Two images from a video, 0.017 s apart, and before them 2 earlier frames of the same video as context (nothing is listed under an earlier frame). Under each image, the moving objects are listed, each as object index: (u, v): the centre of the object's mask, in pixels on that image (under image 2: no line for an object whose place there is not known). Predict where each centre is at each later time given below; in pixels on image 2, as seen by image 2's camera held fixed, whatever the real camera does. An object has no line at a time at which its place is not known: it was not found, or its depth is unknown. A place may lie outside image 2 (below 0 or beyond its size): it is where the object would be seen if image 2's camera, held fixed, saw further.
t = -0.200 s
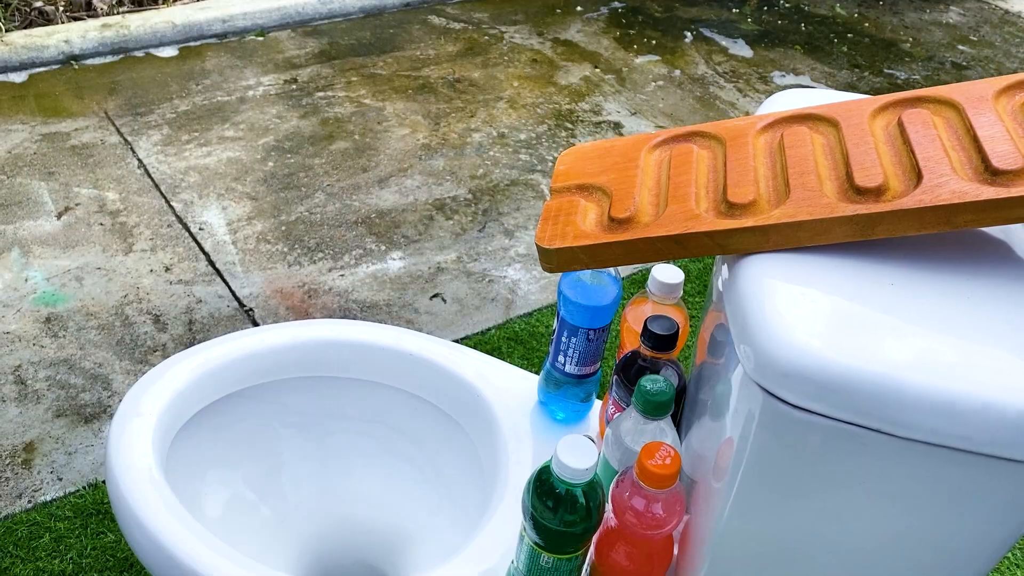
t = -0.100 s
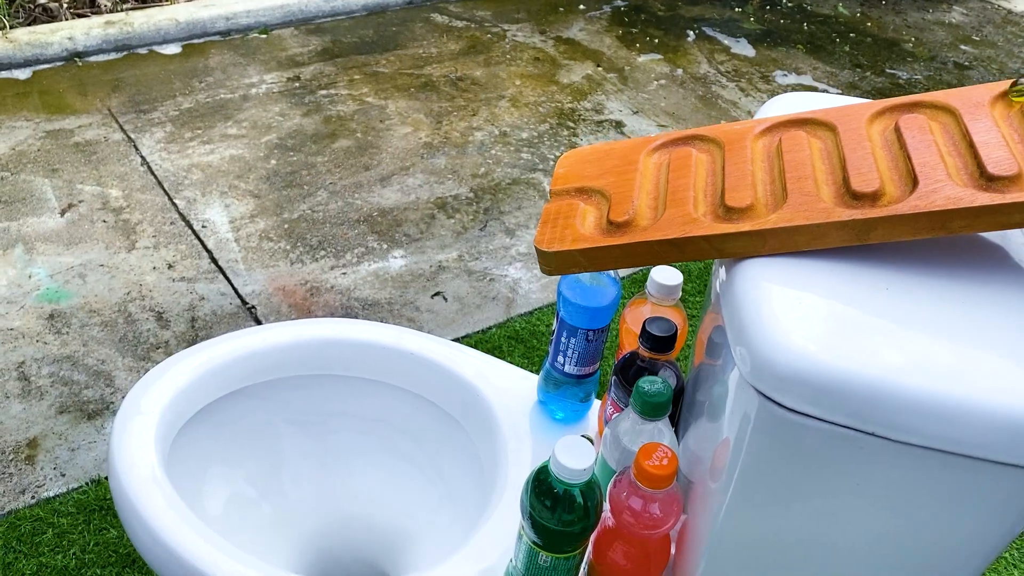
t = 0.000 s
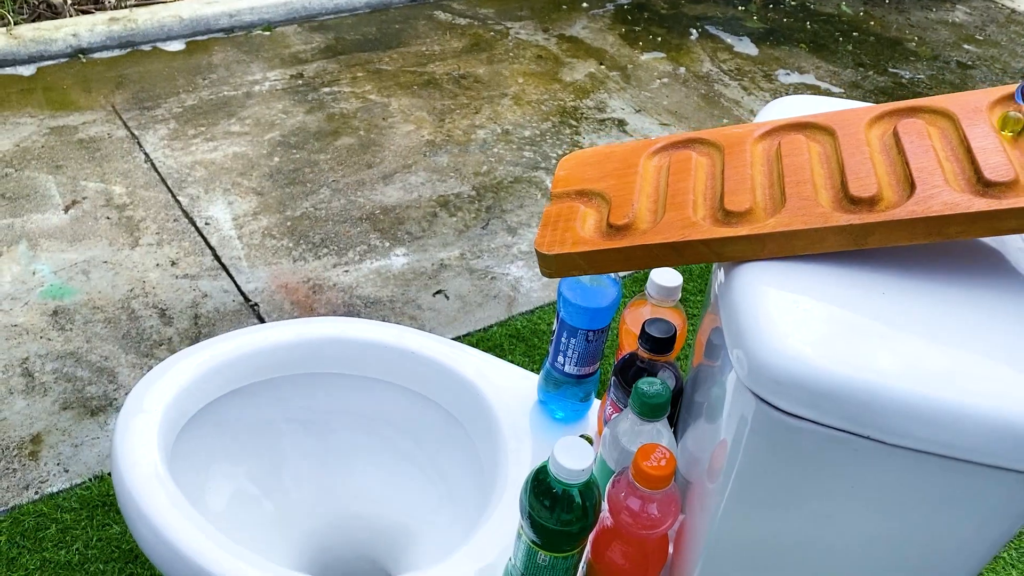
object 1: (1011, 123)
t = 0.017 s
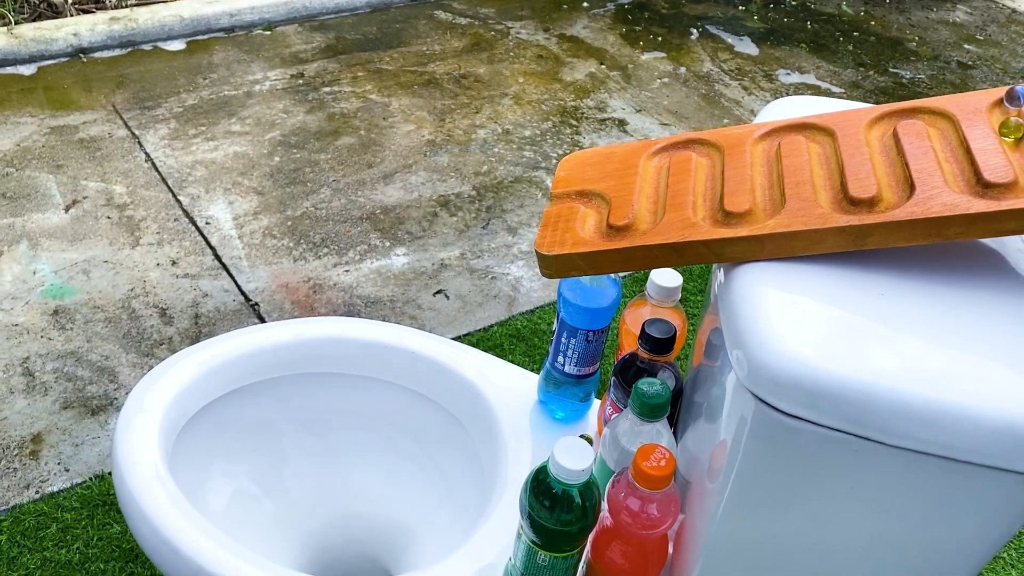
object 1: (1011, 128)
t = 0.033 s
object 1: (1012, 132)
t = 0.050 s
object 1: (1014, 137)
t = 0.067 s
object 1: (1015, 142)
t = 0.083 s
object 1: (1016, 146)
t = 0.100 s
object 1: (1017, 150)
